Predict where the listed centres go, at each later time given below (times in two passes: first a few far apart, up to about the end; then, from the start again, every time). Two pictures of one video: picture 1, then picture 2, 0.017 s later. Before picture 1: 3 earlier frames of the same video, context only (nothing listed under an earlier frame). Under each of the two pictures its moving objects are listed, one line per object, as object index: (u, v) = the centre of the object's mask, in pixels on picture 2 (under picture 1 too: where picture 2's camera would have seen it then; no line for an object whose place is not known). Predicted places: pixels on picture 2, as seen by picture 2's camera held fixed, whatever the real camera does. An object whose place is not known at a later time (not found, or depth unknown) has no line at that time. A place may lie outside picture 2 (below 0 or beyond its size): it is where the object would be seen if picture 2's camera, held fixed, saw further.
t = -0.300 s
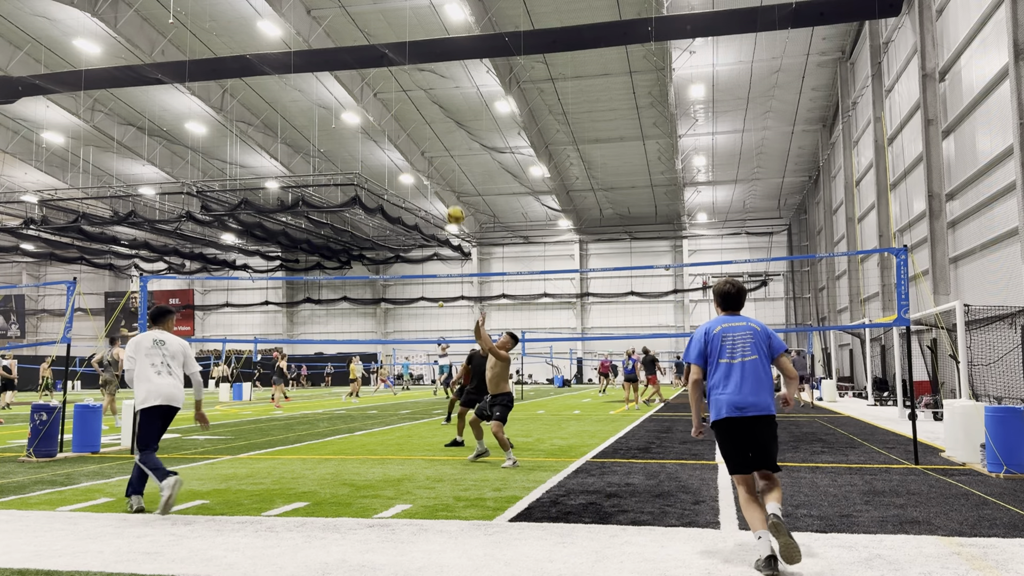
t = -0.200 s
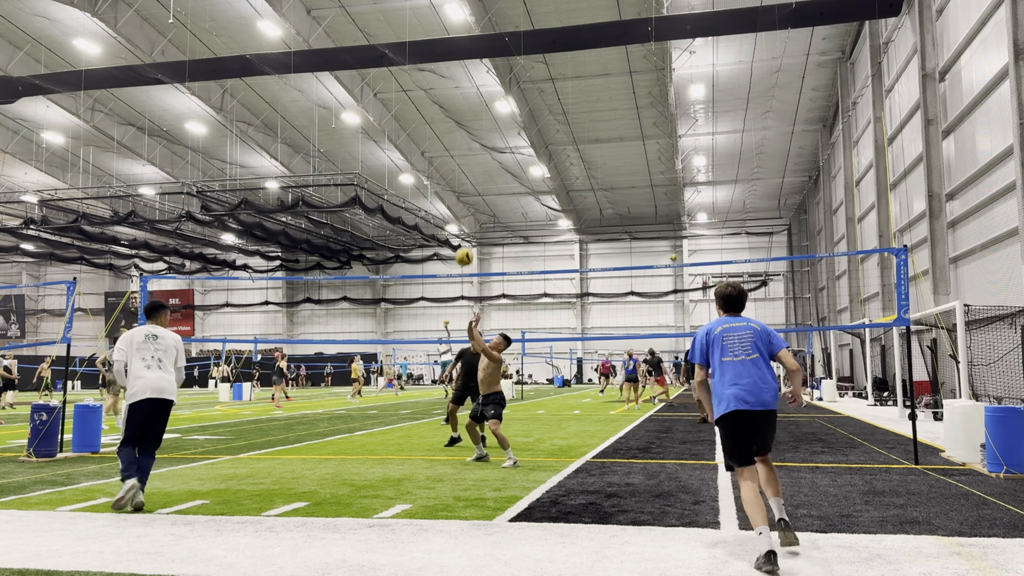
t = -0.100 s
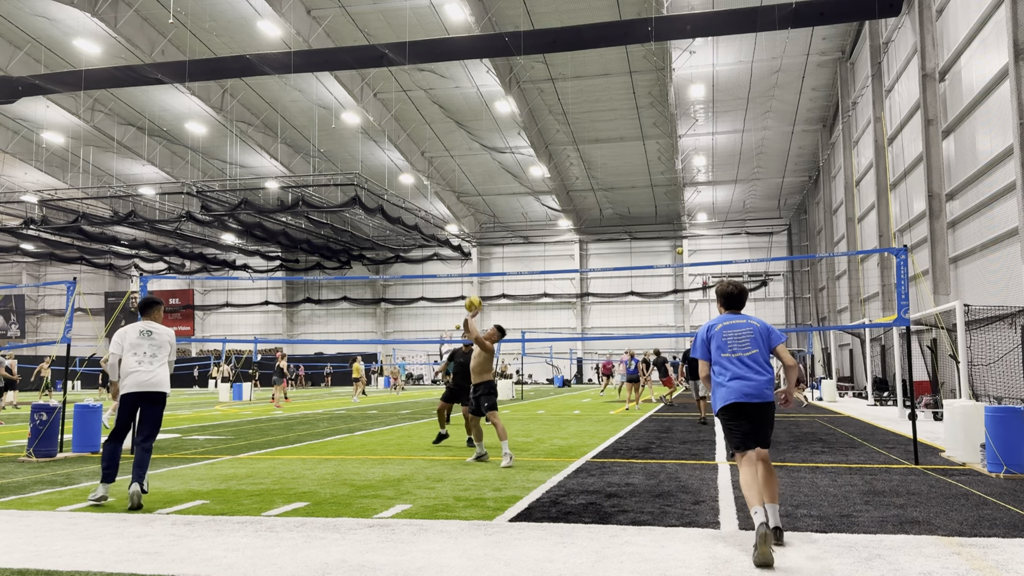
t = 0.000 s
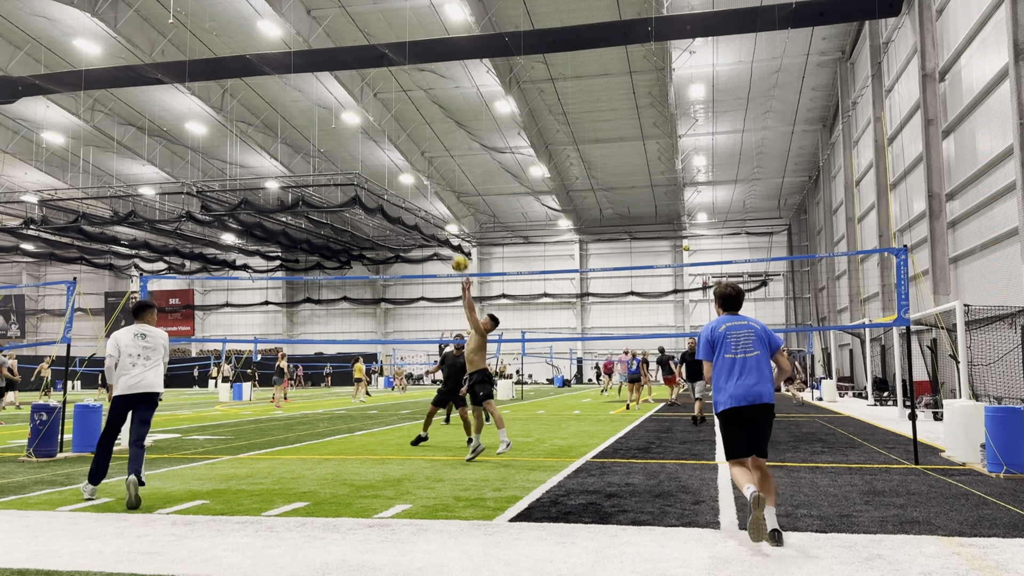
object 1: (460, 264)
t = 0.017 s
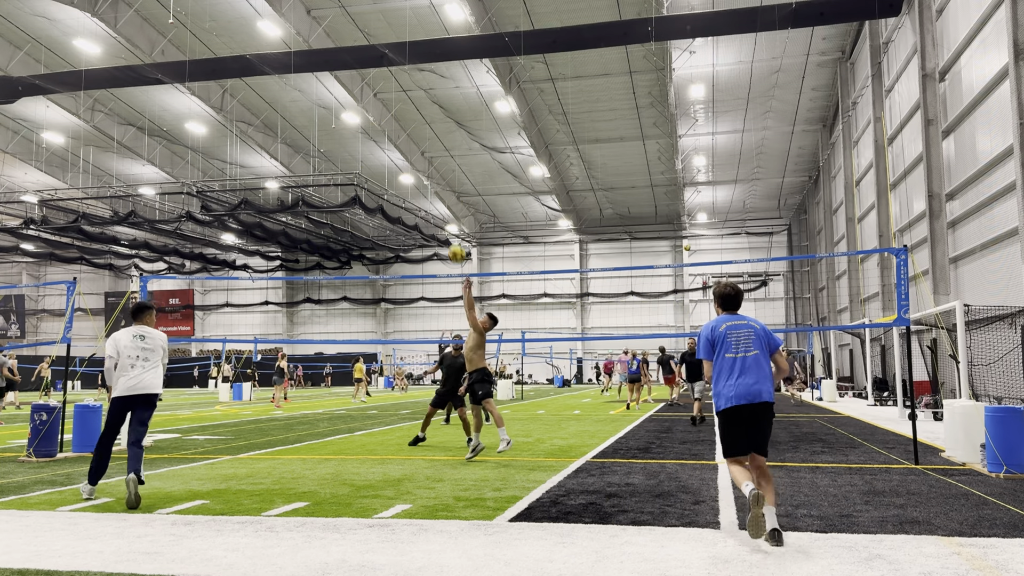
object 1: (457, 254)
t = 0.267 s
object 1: (406, 139)
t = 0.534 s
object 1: (356, 75)
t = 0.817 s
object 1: (305, 69)
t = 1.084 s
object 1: (258, 119)
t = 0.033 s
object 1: (452, 244)
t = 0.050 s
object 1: (449, 236)
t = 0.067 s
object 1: (445, 226)
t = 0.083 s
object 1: (443, 218)
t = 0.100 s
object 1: (439, 209)
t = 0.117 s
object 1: (436, 200)
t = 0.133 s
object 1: (432, 192)
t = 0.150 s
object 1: (429, 185)
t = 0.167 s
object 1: (426, 178)
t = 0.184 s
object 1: (422, 171)
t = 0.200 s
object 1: (419, 164)
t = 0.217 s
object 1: (415, 157)
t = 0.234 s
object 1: (412, 151)
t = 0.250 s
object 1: (409, 145)
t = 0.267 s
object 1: (406, 139)
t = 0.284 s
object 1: (402, 133)
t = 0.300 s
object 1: (399, 128)
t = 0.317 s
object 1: (396, 122)
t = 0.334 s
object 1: (393, 117)
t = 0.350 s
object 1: (389, 113)
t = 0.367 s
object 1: (387, 108)
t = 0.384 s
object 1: (383, 104)
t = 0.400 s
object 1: (380, 100)
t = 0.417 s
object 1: (377, 96)
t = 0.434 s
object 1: (374, 92)
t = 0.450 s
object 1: (371, 89)
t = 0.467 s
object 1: (368, 86)
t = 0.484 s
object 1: (365, 83)
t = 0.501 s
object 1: (362, 80)
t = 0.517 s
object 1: (359, 77)
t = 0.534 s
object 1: (356, 75)
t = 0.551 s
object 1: (352, 73)
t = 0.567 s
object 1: (349, 71)
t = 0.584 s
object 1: (346, 69)
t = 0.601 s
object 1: (343, 68)
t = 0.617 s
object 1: (340, 66)
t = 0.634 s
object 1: (337, 66)
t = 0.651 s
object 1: (334, 65)
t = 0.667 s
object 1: (331, 64)
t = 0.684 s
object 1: (328, 64)
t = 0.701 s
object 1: (325, 64)
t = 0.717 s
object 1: (322, 64)
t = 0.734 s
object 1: (319, 64)
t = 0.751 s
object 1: (316, 65)
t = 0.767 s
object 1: (313, 65)
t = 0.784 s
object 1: (310, 66)
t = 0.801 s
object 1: (307, 67)
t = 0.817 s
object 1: (305, 69)
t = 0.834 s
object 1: (301, 70)
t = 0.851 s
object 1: (298, 72)
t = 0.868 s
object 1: (296, 74)
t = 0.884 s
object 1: (293, 76)
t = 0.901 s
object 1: (290, 79)
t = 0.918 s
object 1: (287, 82)
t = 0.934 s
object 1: (284, 84)
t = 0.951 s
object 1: (281, 87)
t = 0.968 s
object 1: (278, 91)
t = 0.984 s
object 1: (275, 94)
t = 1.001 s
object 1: (272, 98)
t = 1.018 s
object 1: (269, 102)
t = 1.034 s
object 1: (266, 106)
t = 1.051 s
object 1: (264, 110)
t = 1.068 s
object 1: (261, 115)
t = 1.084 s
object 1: (258, 119)
